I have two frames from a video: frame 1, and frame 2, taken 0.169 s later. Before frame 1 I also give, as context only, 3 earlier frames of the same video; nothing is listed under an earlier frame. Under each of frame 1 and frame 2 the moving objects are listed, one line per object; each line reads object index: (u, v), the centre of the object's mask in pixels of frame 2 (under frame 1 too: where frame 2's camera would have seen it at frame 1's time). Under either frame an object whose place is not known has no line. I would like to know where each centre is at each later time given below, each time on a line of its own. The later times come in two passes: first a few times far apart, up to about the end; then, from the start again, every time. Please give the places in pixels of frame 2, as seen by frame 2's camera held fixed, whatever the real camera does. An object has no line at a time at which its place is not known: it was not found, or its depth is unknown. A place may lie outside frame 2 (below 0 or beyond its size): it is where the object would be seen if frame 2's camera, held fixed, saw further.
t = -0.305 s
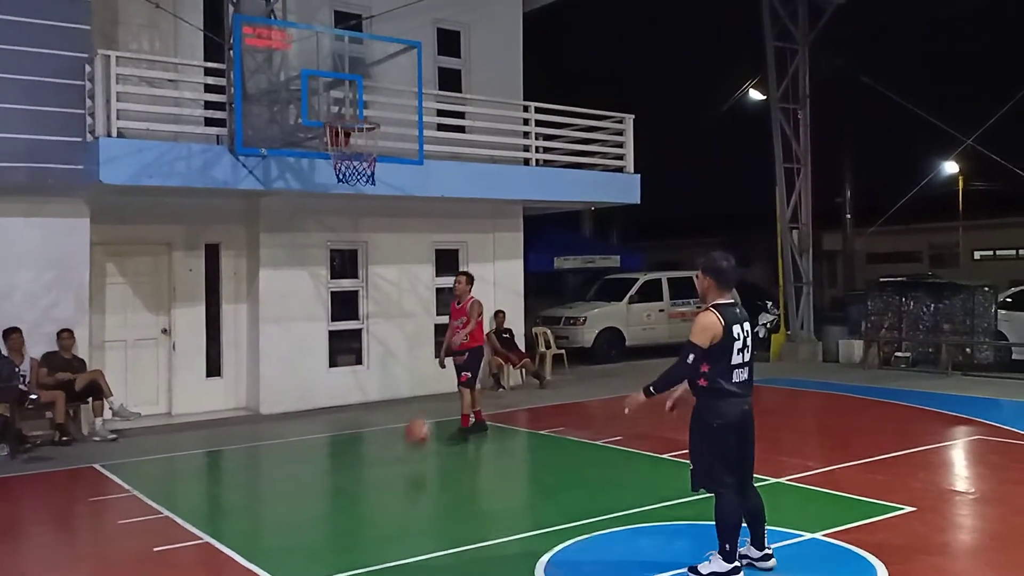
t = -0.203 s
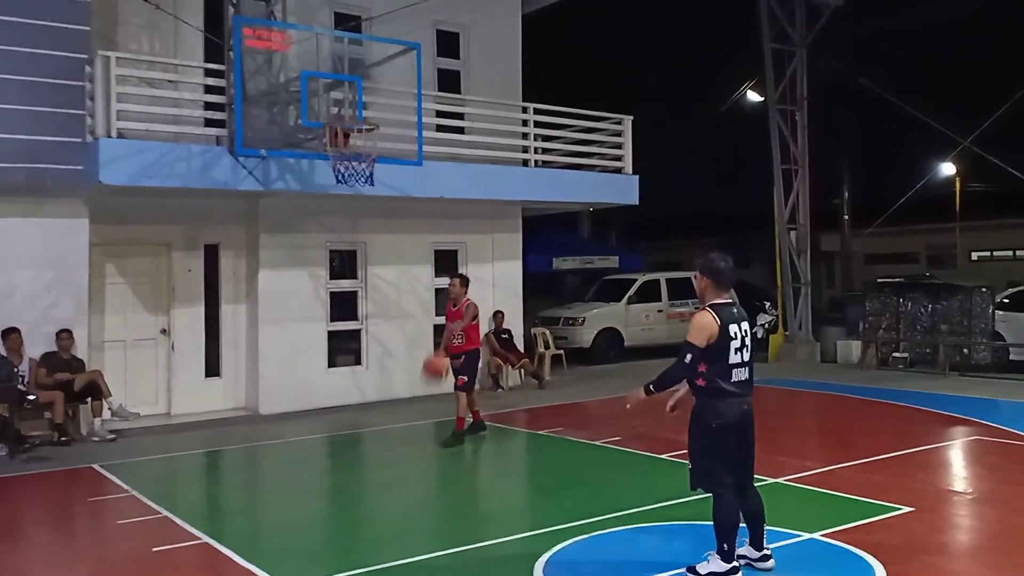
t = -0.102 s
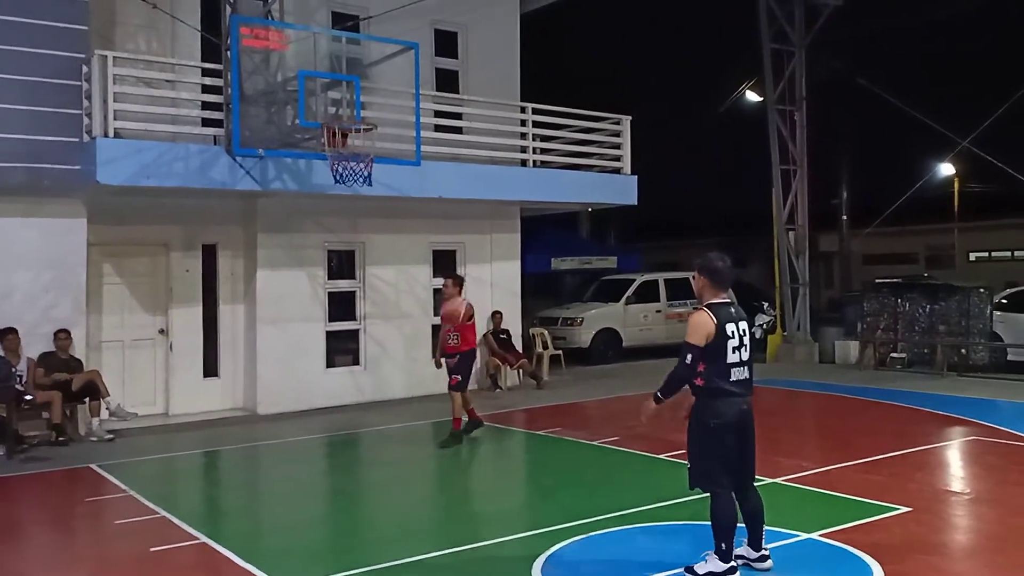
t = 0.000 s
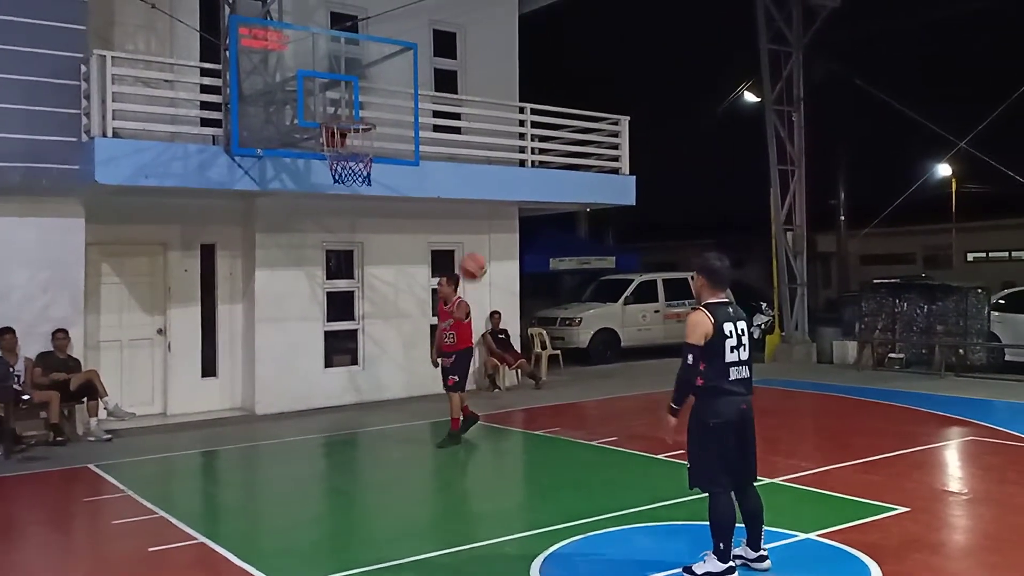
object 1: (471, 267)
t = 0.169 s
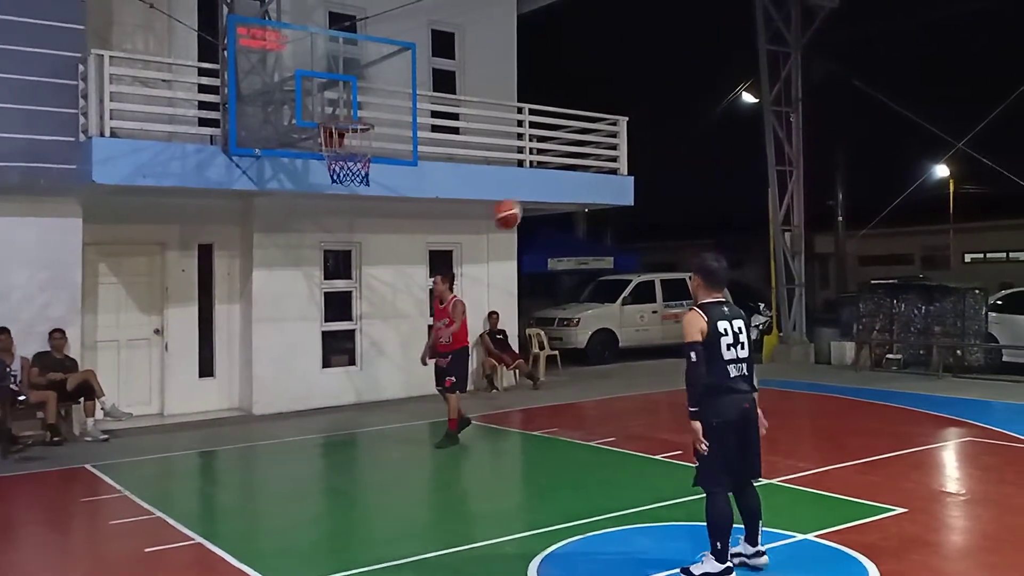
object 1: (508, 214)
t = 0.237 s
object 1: (522, 202)
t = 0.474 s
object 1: (580, 201)
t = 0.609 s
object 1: (615, 231)
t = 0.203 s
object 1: (515, 208)
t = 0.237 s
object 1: (522, 202)
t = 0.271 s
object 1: (531, 196)
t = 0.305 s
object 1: (538, 194)
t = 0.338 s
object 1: (547, 193)
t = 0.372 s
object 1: (555, 193)
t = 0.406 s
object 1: (562, 193)
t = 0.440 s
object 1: (571, 196)
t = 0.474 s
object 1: (580, 201)
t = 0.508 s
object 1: (589, 207)
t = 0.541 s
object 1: (598, 214)
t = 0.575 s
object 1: (606, 222)
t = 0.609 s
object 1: (615, 231)
